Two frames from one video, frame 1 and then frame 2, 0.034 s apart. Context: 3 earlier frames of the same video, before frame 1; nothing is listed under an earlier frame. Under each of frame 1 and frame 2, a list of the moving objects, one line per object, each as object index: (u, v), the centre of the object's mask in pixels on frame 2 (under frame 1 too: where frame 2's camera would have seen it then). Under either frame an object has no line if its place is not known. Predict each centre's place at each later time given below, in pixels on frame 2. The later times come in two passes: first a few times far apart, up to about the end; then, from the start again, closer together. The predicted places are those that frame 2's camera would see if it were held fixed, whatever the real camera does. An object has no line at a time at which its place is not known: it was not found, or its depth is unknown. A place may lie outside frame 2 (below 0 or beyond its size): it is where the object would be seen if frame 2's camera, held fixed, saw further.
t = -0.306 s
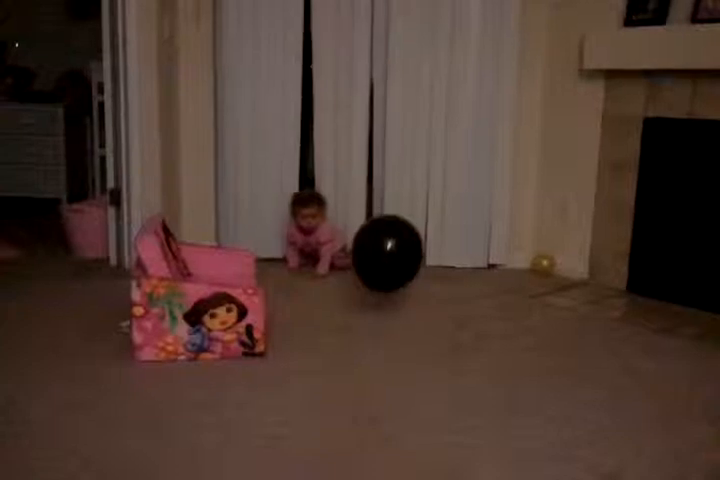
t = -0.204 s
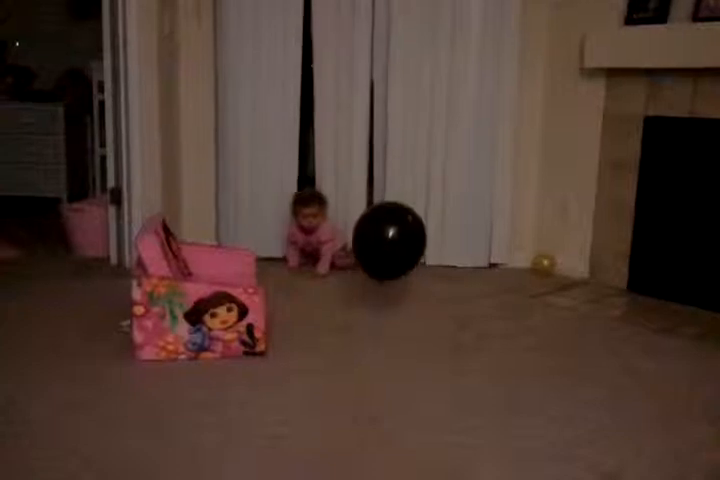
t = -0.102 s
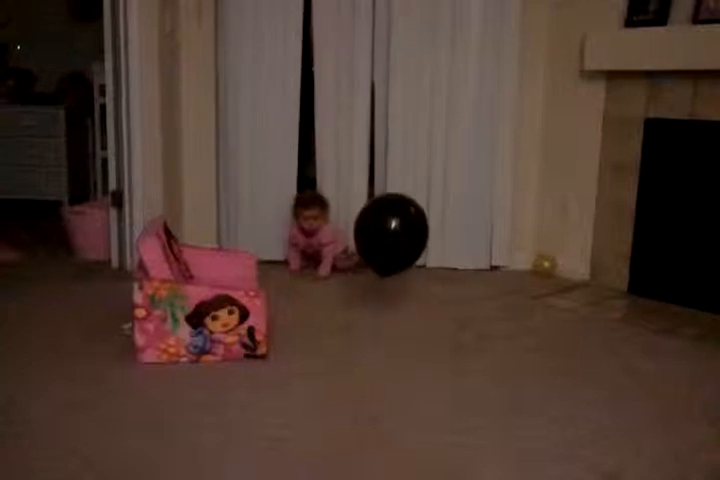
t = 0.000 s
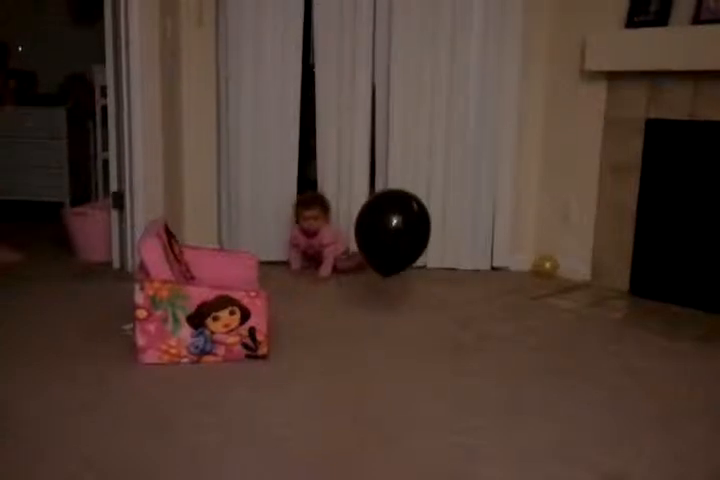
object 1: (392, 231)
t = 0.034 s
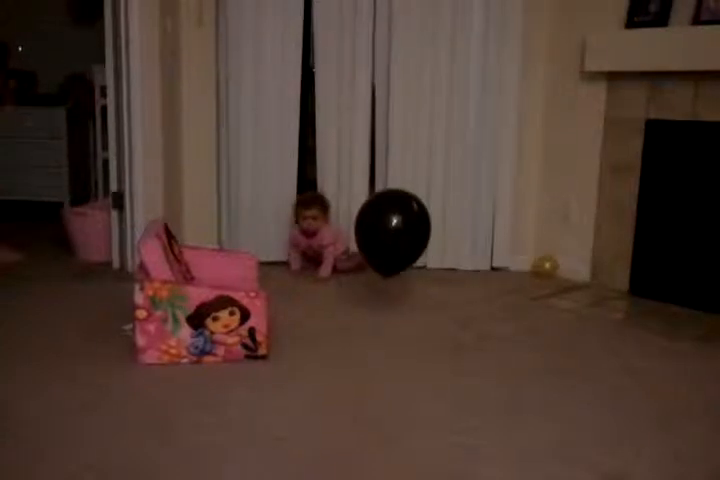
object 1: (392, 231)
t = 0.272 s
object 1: (392, 240)
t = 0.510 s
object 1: (390, 270)
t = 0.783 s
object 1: (388, 303)
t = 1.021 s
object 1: (397, 274)
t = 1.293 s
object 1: (404, 269)
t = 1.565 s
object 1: (410, 295)
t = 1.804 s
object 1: (413, 289)
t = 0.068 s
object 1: (392, 231)
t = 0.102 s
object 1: (392, 231)
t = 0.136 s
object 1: (392, 232)
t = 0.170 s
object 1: (392, 234)
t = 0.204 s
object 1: (392, 235)
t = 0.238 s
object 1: (392, 237)
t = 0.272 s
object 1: (392, 240)
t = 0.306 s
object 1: (391, 243)
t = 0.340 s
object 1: (391, 246)
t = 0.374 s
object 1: (391, 250)
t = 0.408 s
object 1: (391, 254)
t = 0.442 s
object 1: (390, 259)
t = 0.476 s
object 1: (390, 264)
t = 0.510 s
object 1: (390, 270)
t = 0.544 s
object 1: (389, 276)
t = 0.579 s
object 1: (389, 282)
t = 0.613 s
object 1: (388, 289)
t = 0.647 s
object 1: (387, 296)
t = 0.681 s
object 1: (387, 304)
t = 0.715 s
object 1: (387, 309)
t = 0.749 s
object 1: (387, 307)
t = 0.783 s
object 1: (388, 303)
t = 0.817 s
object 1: (389, 297)
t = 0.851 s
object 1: (391, 292)
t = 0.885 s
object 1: (392, 287)
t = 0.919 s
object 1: (393, 283)
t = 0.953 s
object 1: (394, 280)
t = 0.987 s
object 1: (395, 277)
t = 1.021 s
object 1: (397, 274)
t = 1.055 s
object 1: (397, 272)
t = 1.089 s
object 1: (399, 270)
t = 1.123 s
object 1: (400, 268)
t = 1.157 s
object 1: (401, 268)
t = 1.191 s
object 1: (401, 267)
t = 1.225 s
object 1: (402, 268)
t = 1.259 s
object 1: (403, 268)
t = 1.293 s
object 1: (404, 269)
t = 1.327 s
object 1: (405, 271)
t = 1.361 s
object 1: (405, 273)
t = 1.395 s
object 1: (406, 275)
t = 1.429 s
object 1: (407, 278)
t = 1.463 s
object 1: (407, 282)
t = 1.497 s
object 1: (408, 285)
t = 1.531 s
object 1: (410, 289)
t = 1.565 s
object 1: (410, 295)
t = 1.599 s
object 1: (411, 299)
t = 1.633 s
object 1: (412, 303)
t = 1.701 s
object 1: (412, 298)
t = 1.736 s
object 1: (412, 295)
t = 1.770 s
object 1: (413, 291)
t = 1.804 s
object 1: (413, 289)
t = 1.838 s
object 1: (413, 286)
